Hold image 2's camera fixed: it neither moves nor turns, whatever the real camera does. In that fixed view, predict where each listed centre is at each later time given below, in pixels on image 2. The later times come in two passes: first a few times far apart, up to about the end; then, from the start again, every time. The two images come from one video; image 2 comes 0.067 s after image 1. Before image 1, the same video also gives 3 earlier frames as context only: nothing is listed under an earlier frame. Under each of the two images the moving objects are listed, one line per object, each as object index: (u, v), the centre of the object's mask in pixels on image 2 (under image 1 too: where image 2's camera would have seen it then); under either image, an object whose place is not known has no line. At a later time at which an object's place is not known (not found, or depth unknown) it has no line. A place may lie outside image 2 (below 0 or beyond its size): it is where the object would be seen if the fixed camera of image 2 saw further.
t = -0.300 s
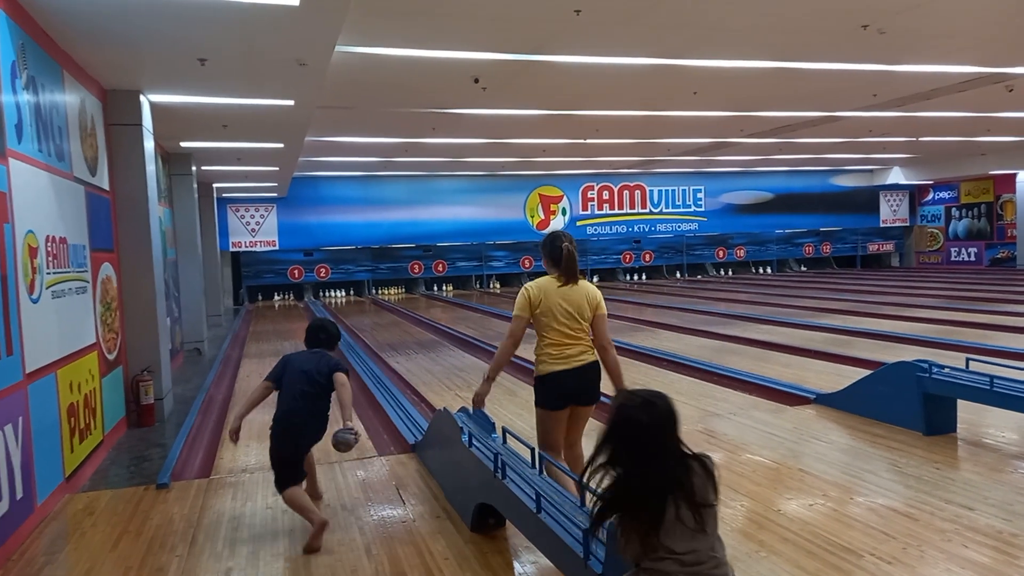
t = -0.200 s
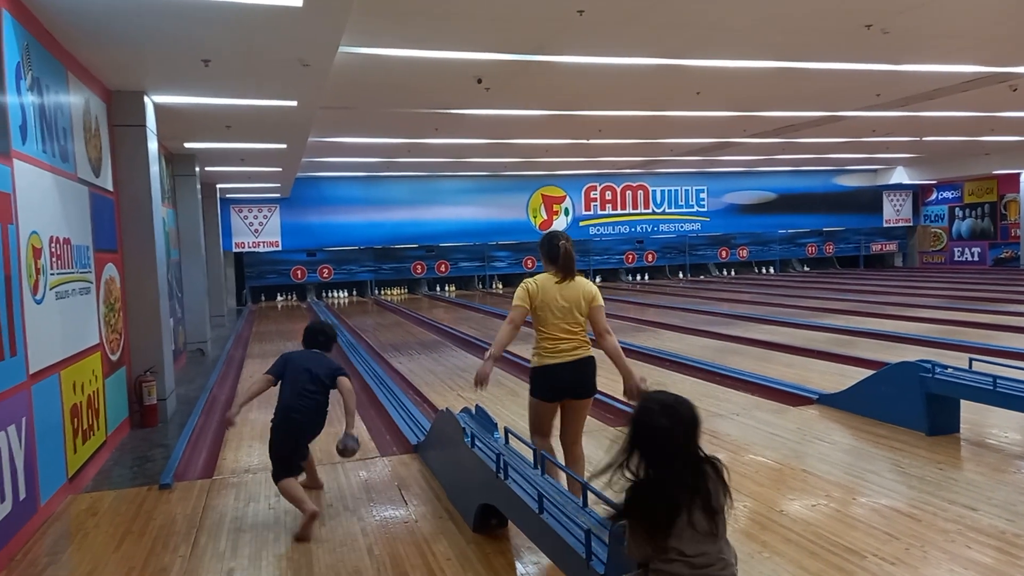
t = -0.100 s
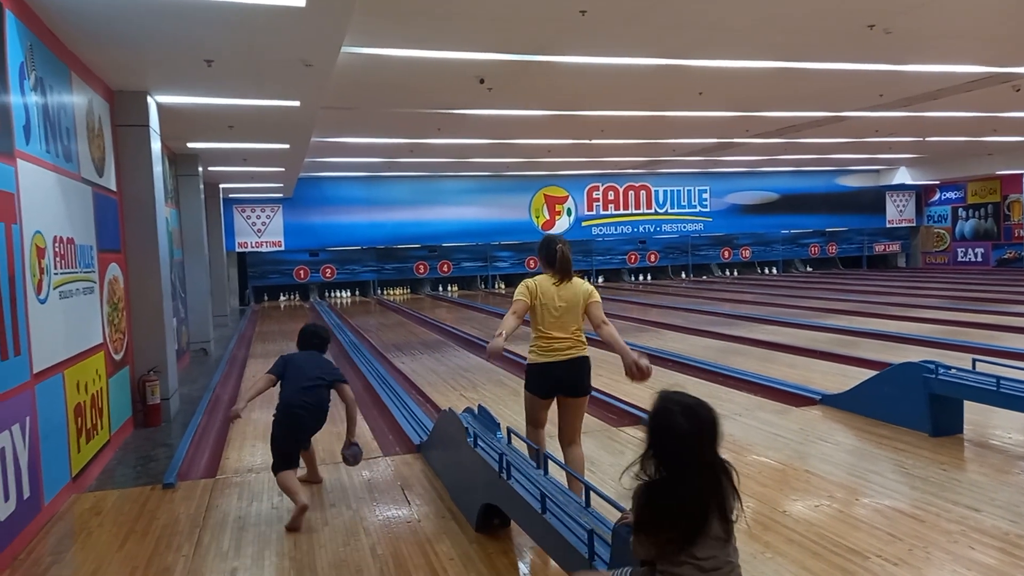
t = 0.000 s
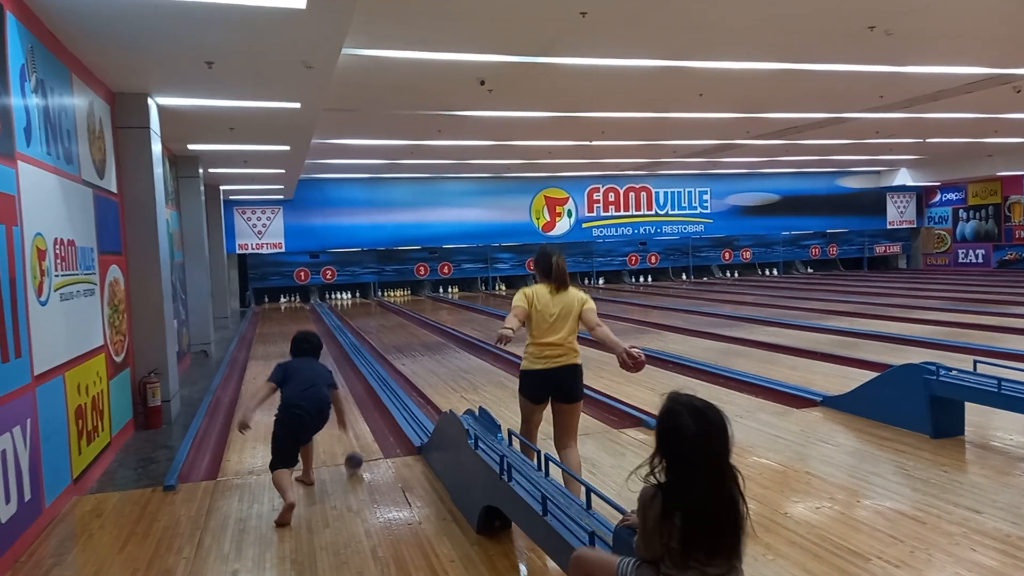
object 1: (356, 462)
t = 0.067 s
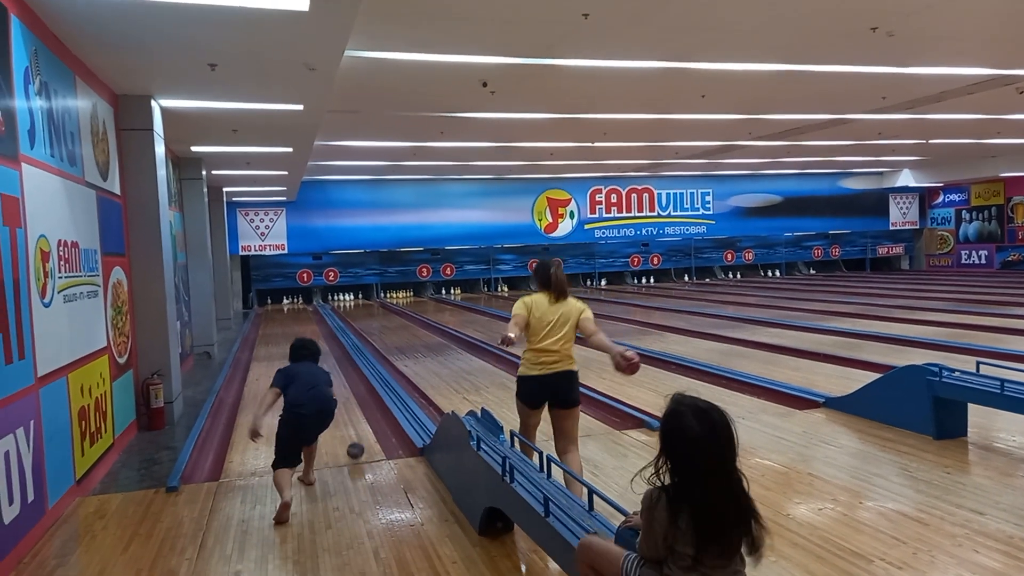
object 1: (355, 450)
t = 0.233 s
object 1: (354, 430)
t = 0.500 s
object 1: (351, 404)
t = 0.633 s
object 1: (350, 394)
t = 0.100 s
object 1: (355, 447)
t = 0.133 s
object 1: (355, 442)
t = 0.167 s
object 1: (355, 439)
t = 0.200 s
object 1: (354, 434)
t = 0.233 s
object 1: (354, 430)
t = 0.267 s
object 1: (354, 426)
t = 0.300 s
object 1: (353, 422)
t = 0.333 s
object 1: (353, 420)
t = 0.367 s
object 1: (352, 416)
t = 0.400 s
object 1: (352, 412)
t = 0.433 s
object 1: (352, 409)
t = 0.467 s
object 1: (351, 407)
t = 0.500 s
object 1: (351, 404)
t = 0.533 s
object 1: (351, 401)
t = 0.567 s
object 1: (350, 398)
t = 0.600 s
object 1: (350, 396)
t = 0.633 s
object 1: (350, 394)
